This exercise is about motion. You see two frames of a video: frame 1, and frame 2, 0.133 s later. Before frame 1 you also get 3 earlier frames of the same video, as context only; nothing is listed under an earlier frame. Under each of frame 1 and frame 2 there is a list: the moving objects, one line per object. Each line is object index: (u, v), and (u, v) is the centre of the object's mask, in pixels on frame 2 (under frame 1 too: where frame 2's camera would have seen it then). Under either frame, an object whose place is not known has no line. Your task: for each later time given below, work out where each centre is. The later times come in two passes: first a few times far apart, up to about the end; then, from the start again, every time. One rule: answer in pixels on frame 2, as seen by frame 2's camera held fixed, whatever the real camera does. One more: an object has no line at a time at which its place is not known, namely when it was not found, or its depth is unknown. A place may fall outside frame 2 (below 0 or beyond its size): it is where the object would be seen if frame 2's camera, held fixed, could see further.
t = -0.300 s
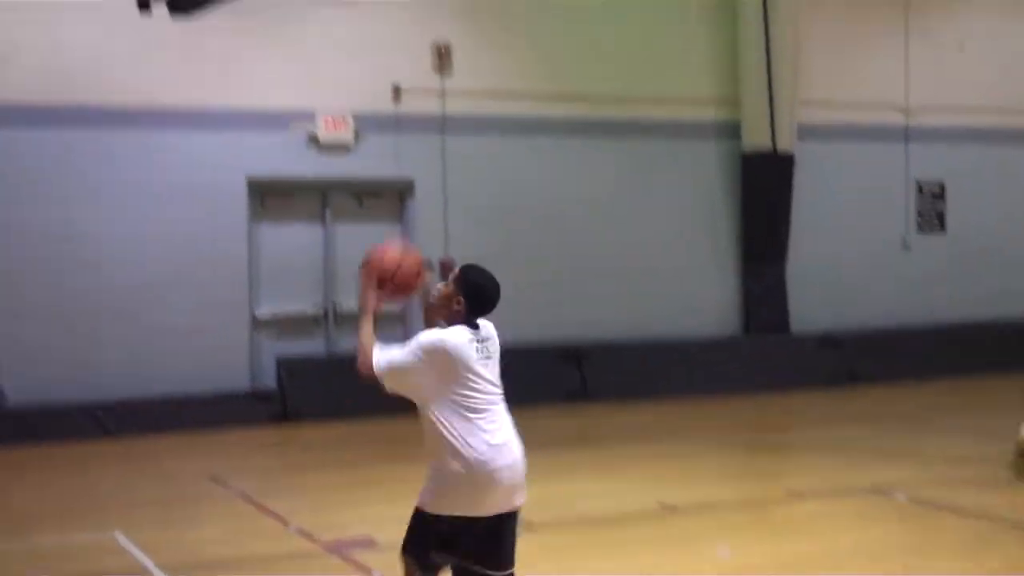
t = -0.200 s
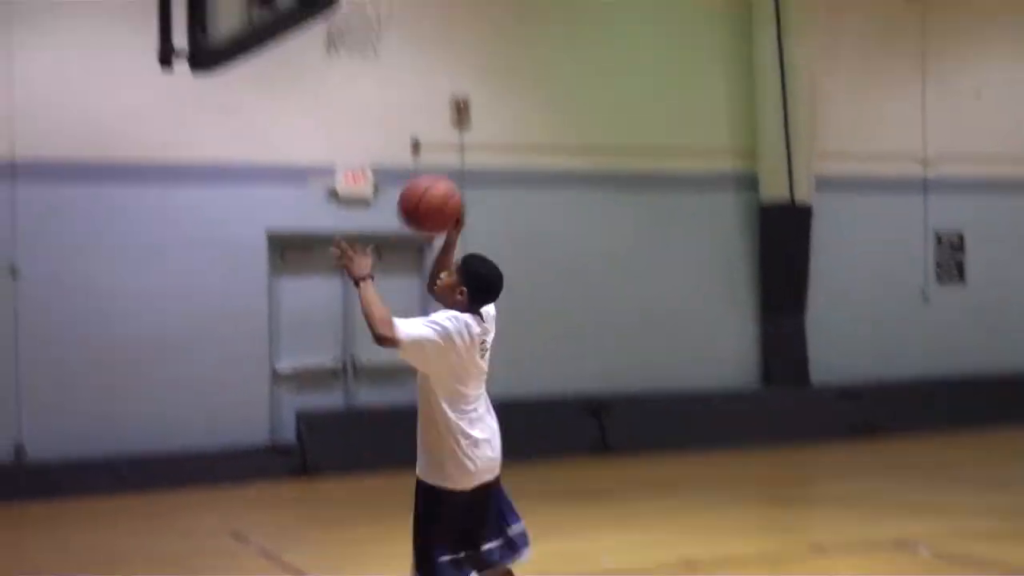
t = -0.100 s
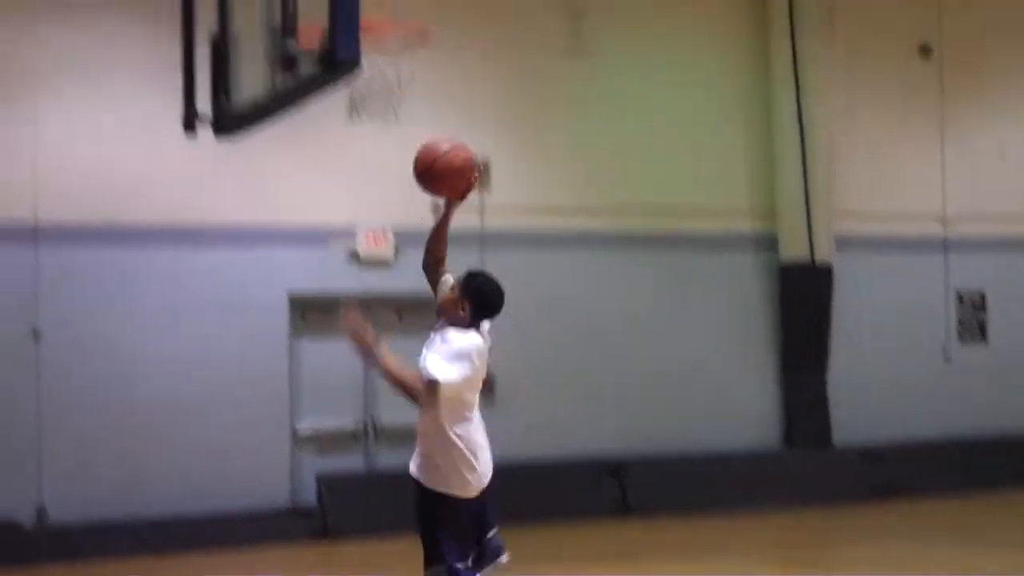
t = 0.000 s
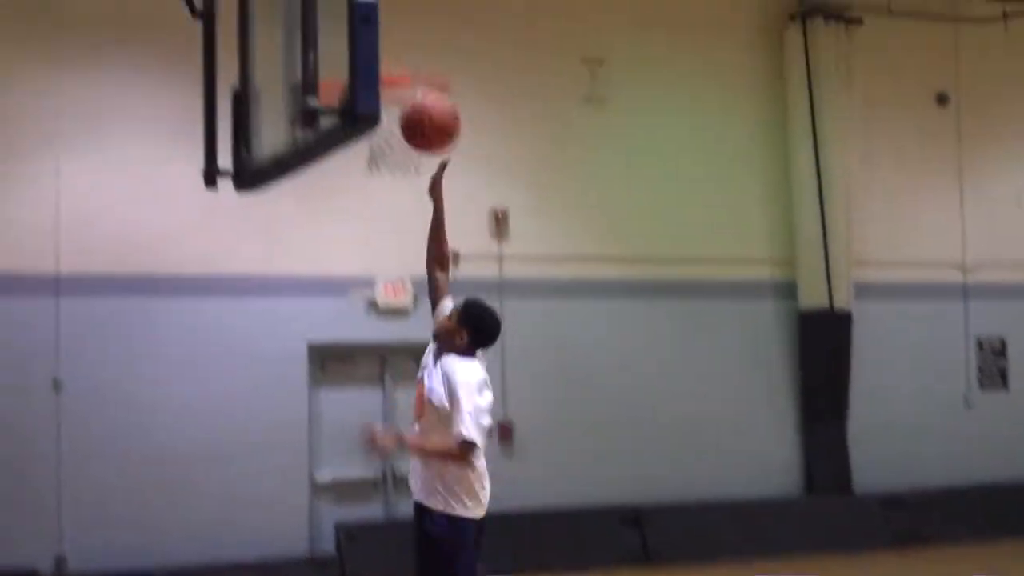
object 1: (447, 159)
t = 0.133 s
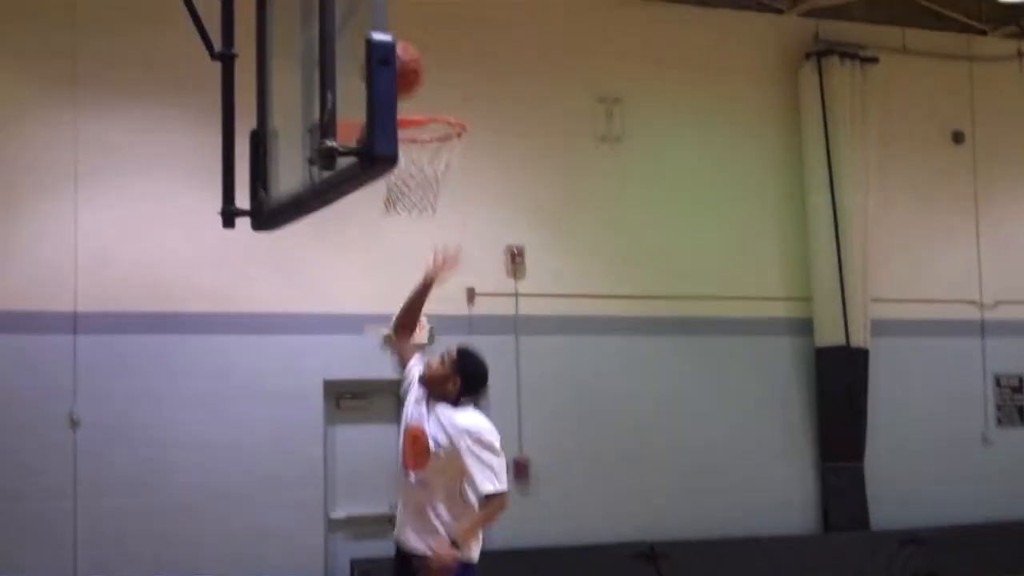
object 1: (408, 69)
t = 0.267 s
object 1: (389, 33)
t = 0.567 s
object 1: (439, 165)
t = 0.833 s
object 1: (397, 249)
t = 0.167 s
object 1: (357, 49)
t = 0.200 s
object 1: (354, 39)
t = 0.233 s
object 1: (367, 33)
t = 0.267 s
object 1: (389, 33)
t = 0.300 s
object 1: (403, 45)
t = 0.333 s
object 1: (406, 51)
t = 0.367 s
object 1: (410, 62)
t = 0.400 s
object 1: (414, 74)
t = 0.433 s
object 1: (418, 86)
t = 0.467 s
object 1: (422, 98)
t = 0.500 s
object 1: (429, 124)
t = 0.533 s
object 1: (436, 149)
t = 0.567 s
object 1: (439, 165)
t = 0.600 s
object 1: (438, 175)
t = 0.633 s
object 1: (433, 180)
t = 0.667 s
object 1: (423, 197)
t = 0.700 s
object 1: (420, 206)
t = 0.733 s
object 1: (417, 215)
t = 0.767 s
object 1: (408, 217)
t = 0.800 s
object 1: (403, 233)
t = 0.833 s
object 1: (397, 249)
